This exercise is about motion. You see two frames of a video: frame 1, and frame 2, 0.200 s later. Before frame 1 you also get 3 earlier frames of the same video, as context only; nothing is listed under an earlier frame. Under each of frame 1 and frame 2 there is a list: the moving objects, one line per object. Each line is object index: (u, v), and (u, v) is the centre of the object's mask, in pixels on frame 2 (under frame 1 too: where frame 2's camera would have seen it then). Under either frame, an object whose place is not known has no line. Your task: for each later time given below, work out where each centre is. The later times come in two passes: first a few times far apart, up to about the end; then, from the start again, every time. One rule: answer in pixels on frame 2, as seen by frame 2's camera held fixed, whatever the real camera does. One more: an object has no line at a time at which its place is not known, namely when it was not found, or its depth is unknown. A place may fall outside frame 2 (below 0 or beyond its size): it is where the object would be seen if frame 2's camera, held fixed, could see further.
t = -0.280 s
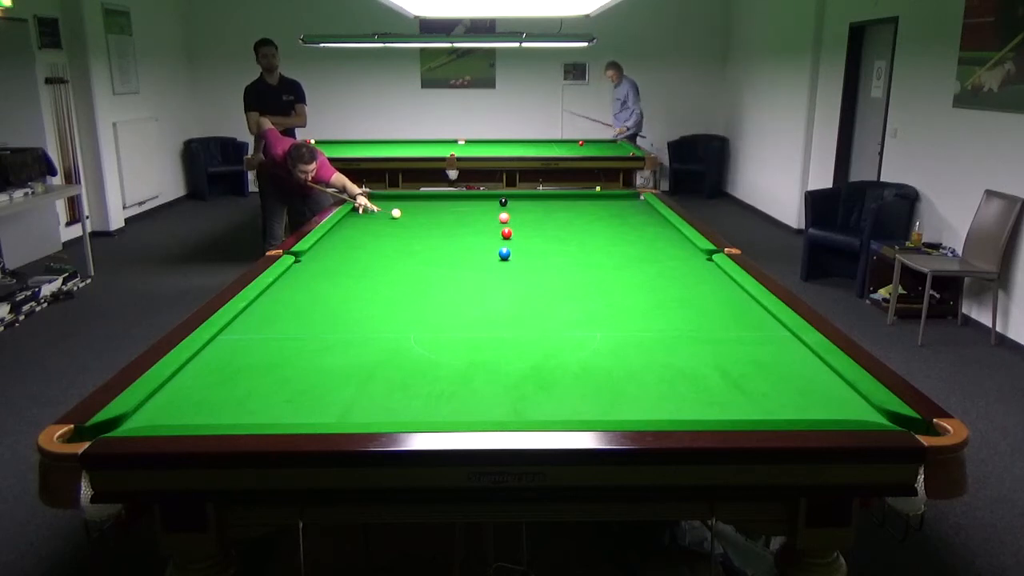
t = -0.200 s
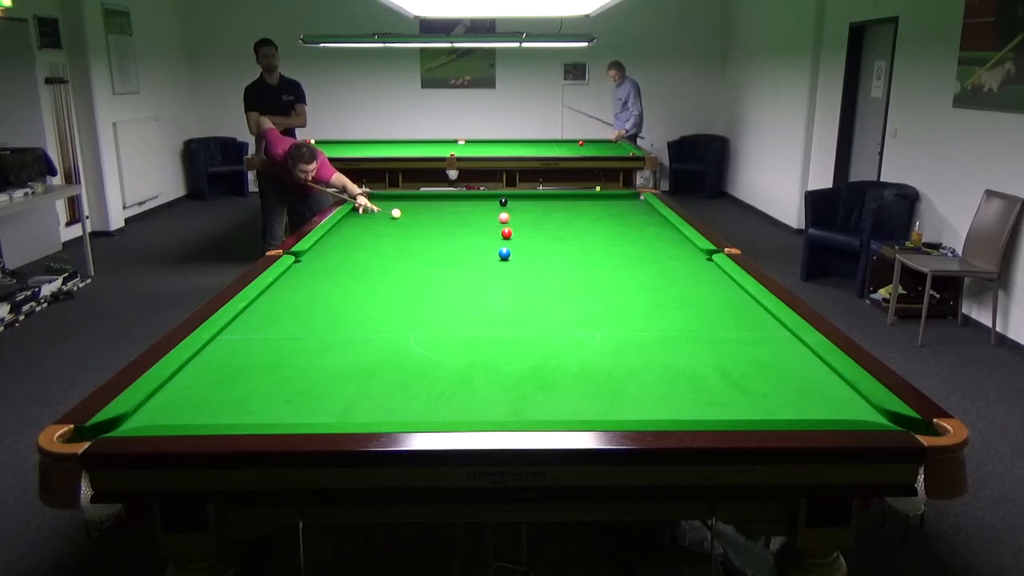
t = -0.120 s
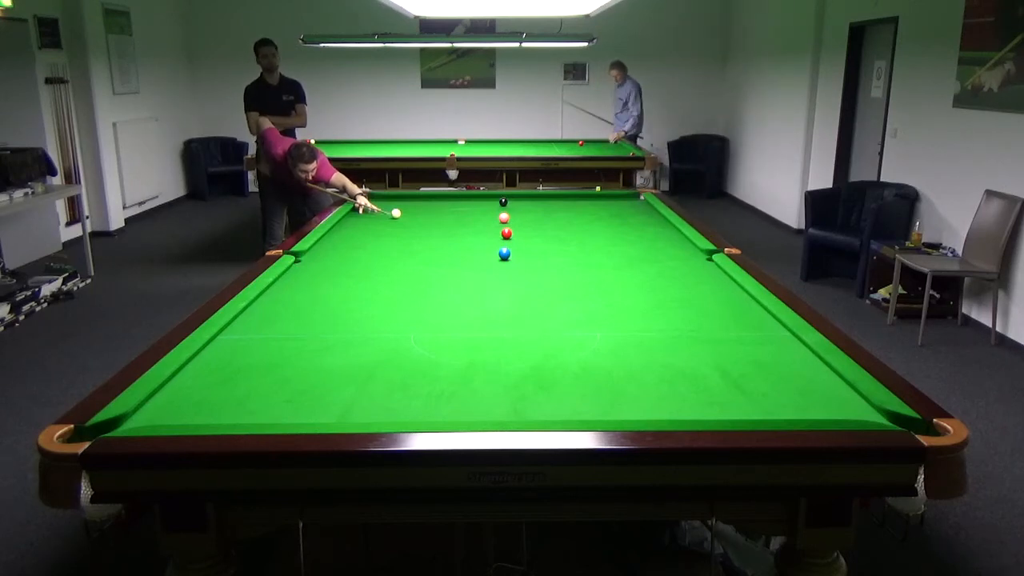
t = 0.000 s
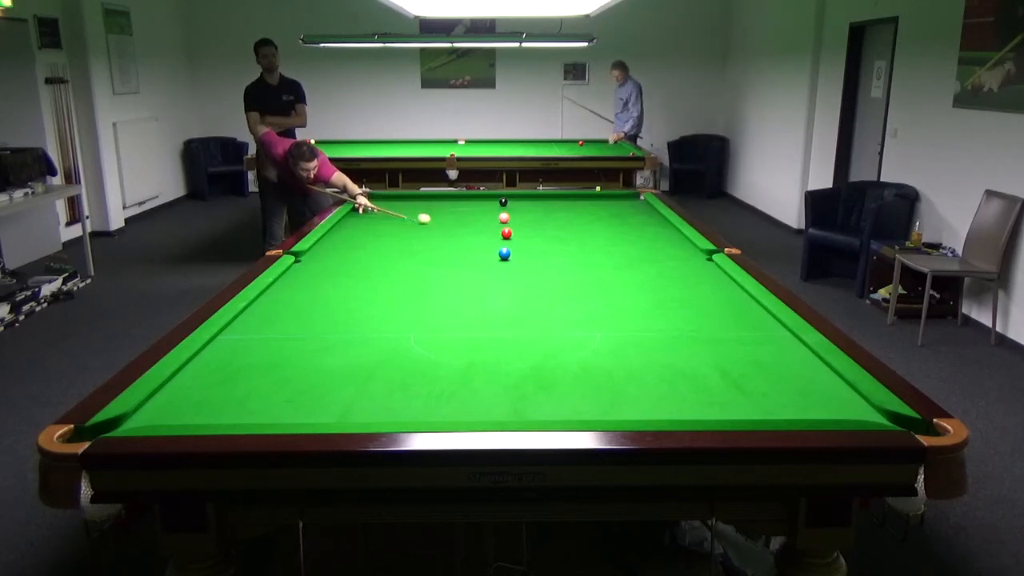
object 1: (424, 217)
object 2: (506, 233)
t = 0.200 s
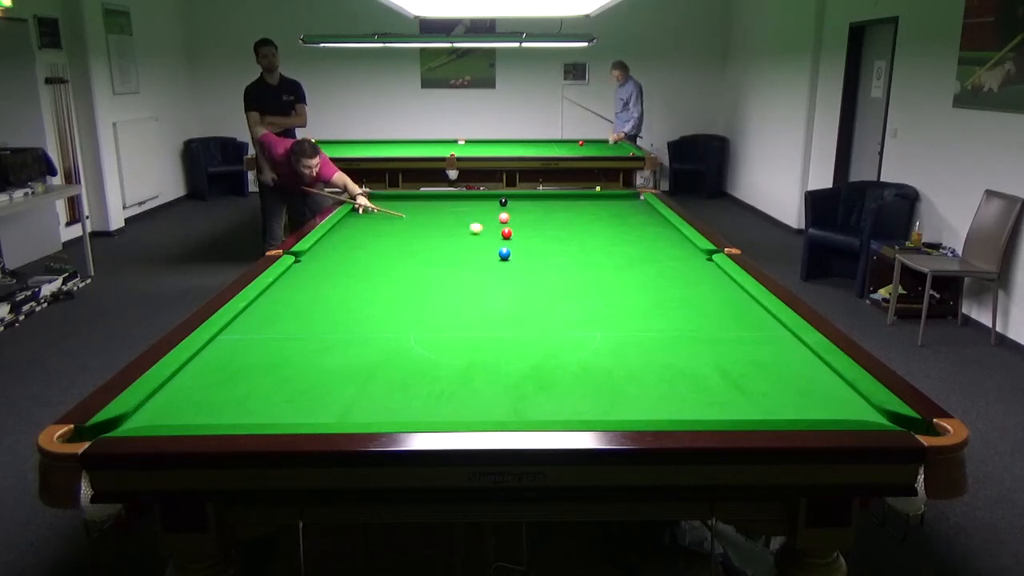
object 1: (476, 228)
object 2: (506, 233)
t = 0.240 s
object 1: (486, 229)
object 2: (506, 233)
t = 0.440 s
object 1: (492, 234)
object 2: (544, 237)
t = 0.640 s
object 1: (486, 236)
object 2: (585, 241)
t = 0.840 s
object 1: (480, 238)
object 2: (628, 245)
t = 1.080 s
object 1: (473, 240)
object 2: (681, 251)
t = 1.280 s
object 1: (468, 241)
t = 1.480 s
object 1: (463, 243)
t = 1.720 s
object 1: (457, 244)
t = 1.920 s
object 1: (453, 246)
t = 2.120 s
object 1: (450, 247)
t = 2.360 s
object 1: (446, 248)
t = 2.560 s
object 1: (443, 249)
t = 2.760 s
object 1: (441, 250)
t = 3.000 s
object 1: (438, 250)
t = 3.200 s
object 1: (437, 251)
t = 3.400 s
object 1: (436, 251)
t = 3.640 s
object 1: (435, 252)
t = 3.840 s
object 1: (435, 252)
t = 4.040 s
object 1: (435, 252)
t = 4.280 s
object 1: (435, 252)
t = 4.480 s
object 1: (435, 252)
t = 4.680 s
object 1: (435, 252)
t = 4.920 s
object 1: (435, 252)
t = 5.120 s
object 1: (435, 252)
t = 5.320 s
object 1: (435, 252)
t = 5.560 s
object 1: (435, 252)
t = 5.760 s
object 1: (435, 252)
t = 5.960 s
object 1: (435, 252)
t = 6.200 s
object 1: (435, 252)
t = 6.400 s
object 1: (435, 252)
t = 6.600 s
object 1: (435, 252)
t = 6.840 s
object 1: (435, 252)
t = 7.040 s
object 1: (435, 252)
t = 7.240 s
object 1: (435, 252)
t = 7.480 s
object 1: (435, 252)
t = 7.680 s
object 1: (435, 252)
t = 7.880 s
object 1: (435, 252)
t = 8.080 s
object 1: (435, 252)
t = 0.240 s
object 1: (486, 229)
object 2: (506, 233)
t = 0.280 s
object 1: (495, 231)
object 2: (507, 233)
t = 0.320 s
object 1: (495, 232)
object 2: (515, 234)
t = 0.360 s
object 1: (494, 233)
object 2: (525, 235)
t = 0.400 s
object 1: (493, 233)
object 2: (534, 236)
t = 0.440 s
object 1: (492, 234)
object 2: (544, 237)
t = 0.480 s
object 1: (491, 234)
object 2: (552, 237)
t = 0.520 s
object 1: (490, 234)
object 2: (560, 239)
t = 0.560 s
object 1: (488, 235)
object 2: (568, 239)
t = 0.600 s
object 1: (487, 235)
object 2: (577, 240)
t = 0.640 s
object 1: (486, 236)
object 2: (585, 241)
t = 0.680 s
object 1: (485, 236)
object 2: (594, 242)
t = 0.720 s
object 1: (483, 236)
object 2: (602, 243)
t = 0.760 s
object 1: (482, 237)
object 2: (611, 244)
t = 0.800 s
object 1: (481, 237)
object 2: (619, 245)
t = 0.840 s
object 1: (480, 238)
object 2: (628, 245)
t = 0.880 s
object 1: (479, 238)
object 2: (637, 246)
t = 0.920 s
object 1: (477, 238)
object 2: (646, 247)
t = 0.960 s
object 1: (476, 239)
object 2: (654, 248)
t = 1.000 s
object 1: (475, 239)
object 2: (664, 249)
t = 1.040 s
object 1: (474, 239)
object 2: (672, 250)
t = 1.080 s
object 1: (473, 240)
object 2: (681, 251)
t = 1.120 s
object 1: (472, 240)
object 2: (691, 252)
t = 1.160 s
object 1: (471, 240)
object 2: (700, 253)
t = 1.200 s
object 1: (470, 240)
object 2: (708, 254)
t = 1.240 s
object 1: (469, 241)
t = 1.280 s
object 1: (468, 241)
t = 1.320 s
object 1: (467, 242)
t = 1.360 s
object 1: (466, 242)
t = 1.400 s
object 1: (465, 242)
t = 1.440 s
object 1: (464, 243)
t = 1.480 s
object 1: (463, 243)
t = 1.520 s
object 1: (462, 243)
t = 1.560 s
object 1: (461, 243)
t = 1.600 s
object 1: (460, 244)
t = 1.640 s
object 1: (459, 244)
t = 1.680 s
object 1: (458, 244)
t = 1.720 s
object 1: (457, 244)
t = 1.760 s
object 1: (457, 245)
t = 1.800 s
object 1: (456, 245)
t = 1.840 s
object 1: (455, 245)
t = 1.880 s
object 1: (454, 246)
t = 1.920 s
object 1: (453, 246)
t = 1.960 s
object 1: (453, 246)
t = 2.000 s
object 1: (452, 246)
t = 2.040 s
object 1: (451, 246)
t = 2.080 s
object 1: (450, 247)
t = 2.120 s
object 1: (450, 247)
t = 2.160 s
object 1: (449, 247)
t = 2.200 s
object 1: (448, 247)
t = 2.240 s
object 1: (448, 248)
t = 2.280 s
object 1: (447, 248)
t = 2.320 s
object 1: (447, 248)
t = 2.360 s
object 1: (446, 248)
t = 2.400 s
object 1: (445, 248)
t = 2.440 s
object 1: (445, 249)
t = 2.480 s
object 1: (444, 249)
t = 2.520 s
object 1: (443, 249)
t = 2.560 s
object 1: (443, 249)
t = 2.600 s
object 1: (442, 249)
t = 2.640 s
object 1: (442, 249)
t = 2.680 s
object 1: (441, 249)
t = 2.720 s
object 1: (441, 249)
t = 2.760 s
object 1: (441, 250)
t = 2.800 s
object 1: (440, 250)
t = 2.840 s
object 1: (440, 250)
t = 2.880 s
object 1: (439, 250)
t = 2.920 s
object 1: (439, 250)
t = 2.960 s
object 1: (438, 250)
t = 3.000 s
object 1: (438, 250)
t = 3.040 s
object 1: (438, 250)
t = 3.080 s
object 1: (438, 251)
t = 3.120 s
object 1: (437, 251)
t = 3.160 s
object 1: (437, 251)
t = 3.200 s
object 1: (437, 251)
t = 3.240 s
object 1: (436, 251)
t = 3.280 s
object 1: (436, 251)
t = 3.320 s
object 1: (436, 251)
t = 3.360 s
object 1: (436, 251)
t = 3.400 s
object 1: (436, 251)
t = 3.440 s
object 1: (436, 251)
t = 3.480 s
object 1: (435, 251)
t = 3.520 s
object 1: (435, 251)
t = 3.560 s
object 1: (435, 251)
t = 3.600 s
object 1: (435, 251)
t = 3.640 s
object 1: (435, 252)
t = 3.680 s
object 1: (435, 251)
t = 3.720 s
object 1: (435, 252)
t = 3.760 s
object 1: (435, 252)
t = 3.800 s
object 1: (435, 252)
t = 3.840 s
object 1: (435, 252)
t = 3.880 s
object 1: (435, 252)
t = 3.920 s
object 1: (435, 252)
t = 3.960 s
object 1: (435, 252)
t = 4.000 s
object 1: (435, 252)
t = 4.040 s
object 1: (435, 252)
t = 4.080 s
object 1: (435, 252)
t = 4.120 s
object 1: (435, 252)
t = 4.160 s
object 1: (435, 252)
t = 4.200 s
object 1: (435, 252)
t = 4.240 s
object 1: (435, 252)
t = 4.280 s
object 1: (435, 252)
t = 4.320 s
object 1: (435, 252)
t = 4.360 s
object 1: (435, 252)
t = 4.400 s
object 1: (435, 252)
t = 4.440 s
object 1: (435, 252)
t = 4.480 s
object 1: (435, 252)
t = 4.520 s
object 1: (435, 252)
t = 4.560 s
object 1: (435, 252)
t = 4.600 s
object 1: (435, 252)
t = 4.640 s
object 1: (435, 252)
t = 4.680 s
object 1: (435, 252)
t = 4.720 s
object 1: (435, 252)
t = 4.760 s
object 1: (435, 252)
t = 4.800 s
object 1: (435, 252)
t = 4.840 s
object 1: (435, 252)
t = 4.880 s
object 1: (435, 252)
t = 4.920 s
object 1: (435, 252)
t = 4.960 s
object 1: (435, 252)
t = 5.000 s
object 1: (435, 252)
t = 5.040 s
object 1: (435, 252)
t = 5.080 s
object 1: (435, 252)
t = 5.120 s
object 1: (435, 252)
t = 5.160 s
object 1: (435, 252)
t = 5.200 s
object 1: (435, 252)
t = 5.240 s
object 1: (435, 252)
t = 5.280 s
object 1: (435, 252)
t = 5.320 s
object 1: (435, 252)
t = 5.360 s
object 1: (435, 252)
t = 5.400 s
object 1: (435, 252)
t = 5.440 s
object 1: (435, 252)
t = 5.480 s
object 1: (435, 252)
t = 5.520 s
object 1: (435, 252)
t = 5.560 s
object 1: (435, 252)
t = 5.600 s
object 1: (435, 252)
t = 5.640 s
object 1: (435, 252)
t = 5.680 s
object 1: (435, 252)
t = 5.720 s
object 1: (435, 252)
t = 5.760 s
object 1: (435, 252)
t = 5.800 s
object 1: (435, 252)
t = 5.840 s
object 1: (435, 252)
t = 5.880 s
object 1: (435, 252)
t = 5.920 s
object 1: (435, 252)
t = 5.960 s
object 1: (435, 252)
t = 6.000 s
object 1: (435, 252)
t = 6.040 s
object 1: (435, 252)
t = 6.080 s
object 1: (435, 252)
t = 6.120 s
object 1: (435, 252)
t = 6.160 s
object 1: (435, 252)
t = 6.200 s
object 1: (435, 252)
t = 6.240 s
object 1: (435, 252)
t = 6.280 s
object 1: (435, 252)
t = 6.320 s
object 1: (435, 252)
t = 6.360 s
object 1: (435, 252)
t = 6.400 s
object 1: (435, 252)
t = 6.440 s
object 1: (435, 252)
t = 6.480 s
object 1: (435, 252)
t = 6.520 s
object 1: (435, 252)
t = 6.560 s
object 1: (435, 252)
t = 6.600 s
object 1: (435, 252)
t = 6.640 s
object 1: (435, 252)
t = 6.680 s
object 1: (435, 252)
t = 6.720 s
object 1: (435, 252)
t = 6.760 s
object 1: (435, 252)
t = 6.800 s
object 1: (435, 252)
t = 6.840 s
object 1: (435, 252)
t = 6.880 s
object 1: (435, 252)
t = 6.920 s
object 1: (435, 252)
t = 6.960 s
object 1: (435, 252)
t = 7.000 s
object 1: (435, 252)
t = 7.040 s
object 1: (435, 252)
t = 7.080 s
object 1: (435, 252)
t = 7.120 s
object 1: (435, 252)
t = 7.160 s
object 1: (435, 252)
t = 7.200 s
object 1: (435, 252)
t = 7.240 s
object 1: (435, 252)
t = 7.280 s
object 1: (435, 252)
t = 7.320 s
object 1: (435, 252)
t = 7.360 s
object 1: (435, 252)
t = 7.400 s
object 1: (435, 252)
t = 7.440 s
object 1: (435, 252)
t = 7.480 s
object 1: (435, 252)
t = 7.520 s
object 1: (435, 252)
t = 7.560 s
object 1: (435, 252)
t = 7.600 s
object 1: (435, 252)
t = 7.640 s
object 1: (435, 252)
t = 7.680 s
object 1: (435, 252)
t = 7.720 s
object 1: (435, 252)
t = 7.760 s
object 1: (435, 252)
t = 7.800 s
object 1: (435, 252)
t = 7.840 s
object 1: (435, 252)
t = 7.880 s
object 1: (435, 252)
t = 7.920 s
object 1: (435, 252)
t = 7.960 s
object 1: (435, 252)
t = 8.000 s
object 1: (435, 252)
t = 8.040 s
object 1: (435, 252)
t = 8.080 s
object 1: (435, 252)
